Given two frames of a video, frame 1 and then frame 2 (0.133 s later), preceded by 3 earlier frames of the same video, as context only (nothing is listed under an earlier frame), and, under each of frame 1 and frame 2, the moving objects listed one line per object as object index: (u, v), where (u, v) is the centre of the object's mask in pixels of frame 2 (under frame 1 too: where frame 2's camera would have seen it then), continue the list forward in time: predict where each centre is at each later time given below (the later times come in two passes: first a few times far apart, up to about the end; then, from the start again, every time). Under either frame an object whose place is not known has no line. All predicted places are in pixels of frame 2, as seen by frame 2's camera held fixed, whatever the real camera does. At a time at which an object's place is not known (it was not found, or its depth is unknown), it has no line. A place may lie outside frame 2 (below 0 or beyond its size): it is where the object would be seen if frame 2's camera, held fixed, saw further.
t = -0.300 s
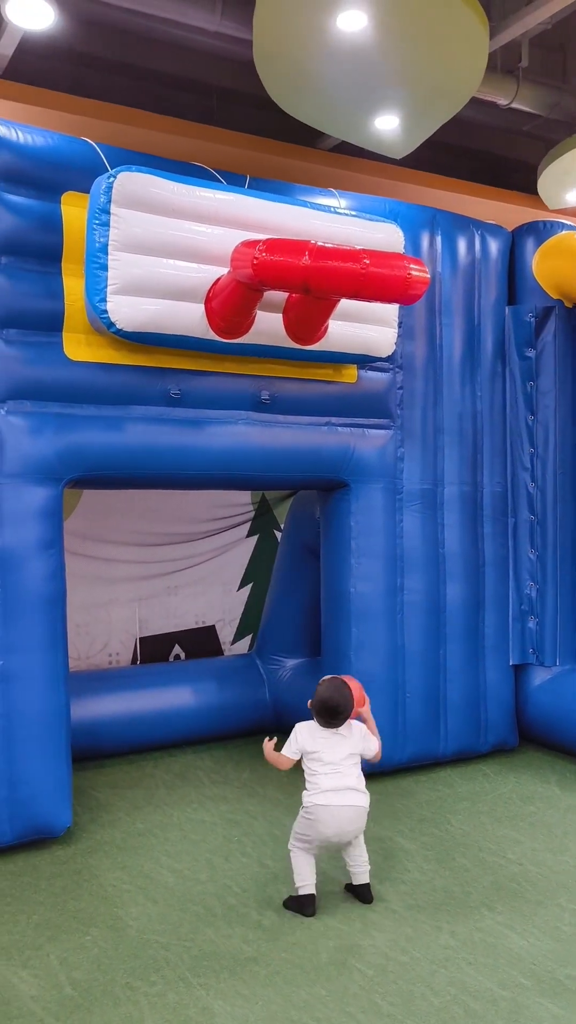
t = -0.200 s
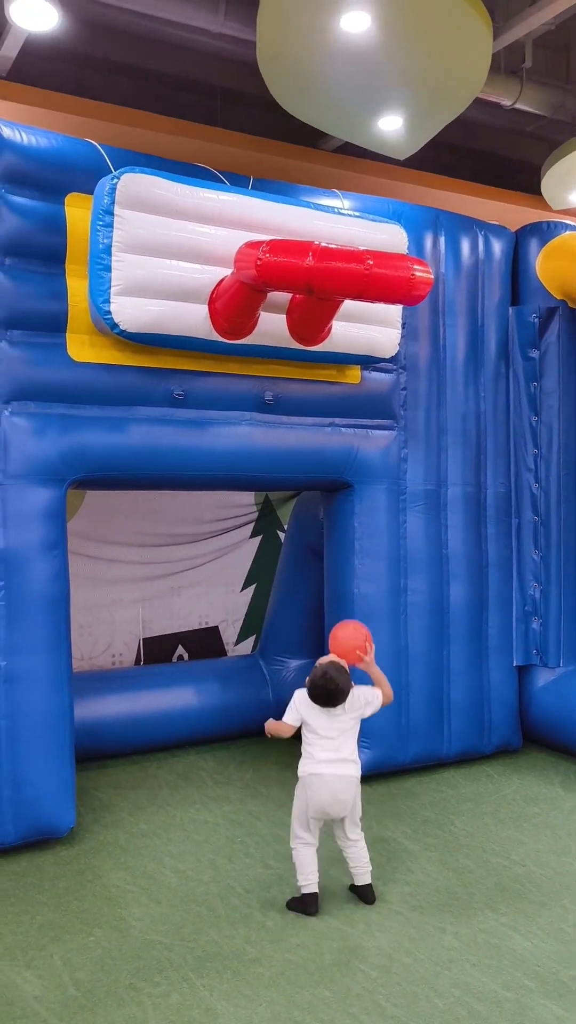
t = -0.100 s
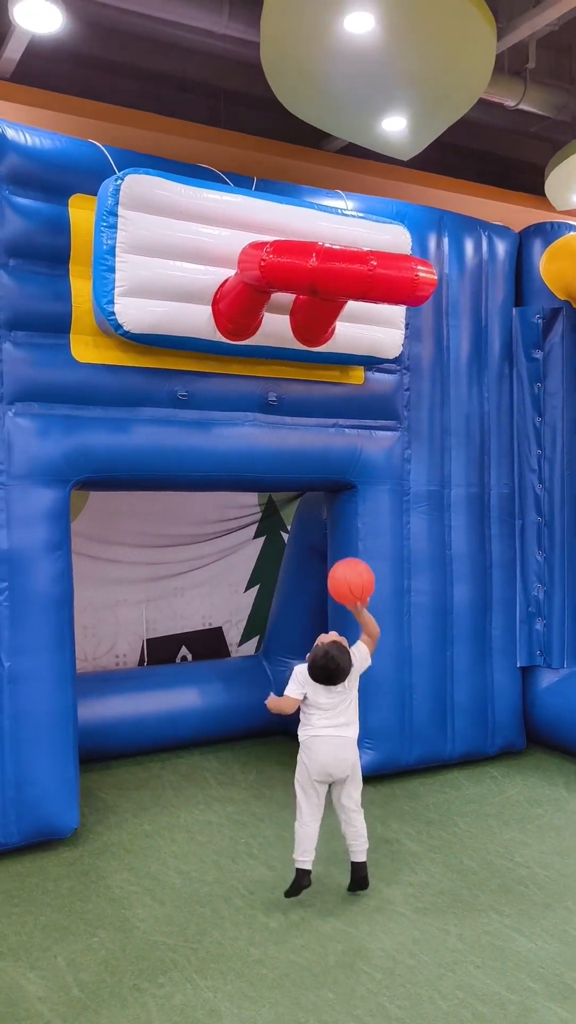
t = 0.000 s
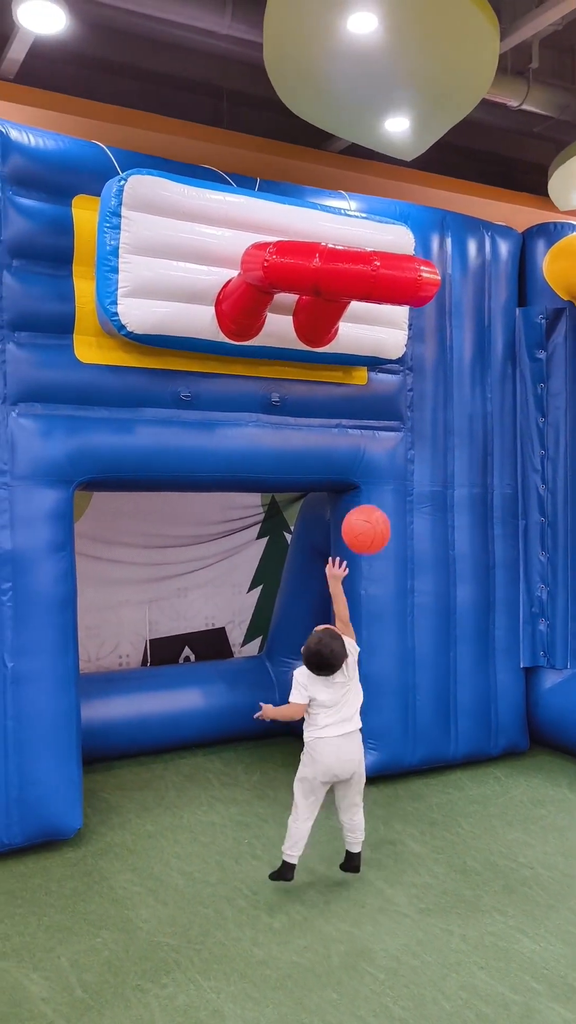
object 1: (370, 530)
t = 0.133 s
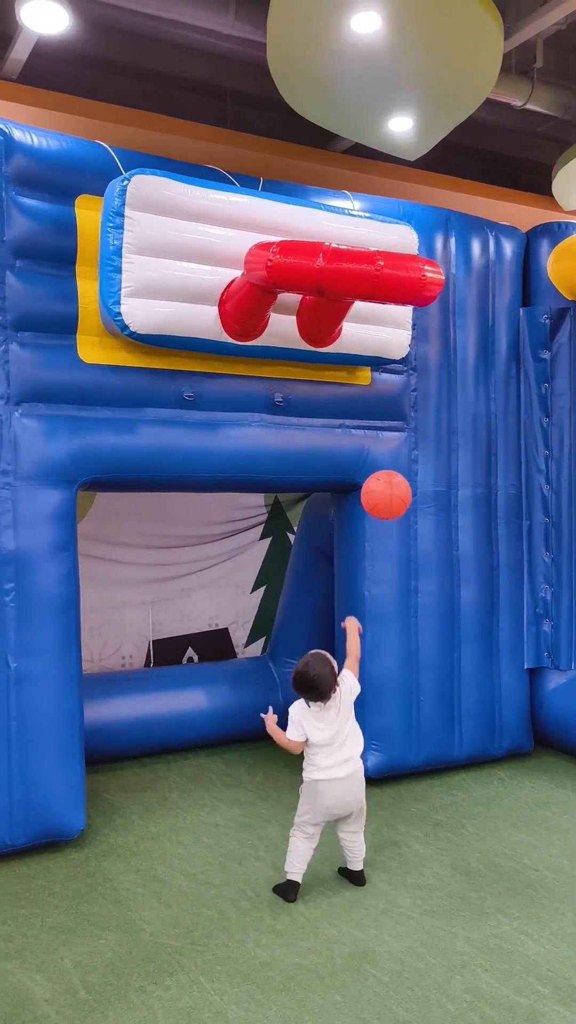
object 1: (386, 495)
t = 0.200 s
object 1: (394, 496)
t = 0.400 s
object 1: (421, 579)
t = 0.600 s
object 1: (448, 792)
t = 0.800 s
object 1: (477, 930)
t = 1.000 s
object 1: (508, 832)
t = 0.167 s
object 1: (390, 494)
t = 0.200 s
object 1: (394, 496)
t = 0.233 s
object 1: (399, 501)
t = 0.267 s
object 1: (403, 509)
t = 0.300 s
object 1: (408, 521)
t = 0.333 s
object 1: (412, 537)
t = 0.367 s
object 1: (417, 556)
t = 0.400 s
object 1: (421, 579)
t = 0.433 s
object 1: (426, 605)
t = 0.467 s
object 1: (430, 635)
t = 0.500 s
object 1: (435, 669)
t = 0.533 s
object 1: (439, 706)
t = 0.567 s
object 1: (444, 748)
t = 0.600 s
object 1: (448, 792)
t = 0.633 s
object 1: (453, 841)
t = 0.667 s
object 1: (457, 895)
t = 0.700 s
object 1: (462, 951)
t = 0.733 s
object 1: (467, 990)
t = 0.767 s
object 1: (472, 958)
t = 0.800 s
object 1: (477, 930)
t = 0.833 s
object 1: (481, 905)
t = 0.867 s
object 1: (487, 883)
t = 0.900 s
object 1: (492, 865)
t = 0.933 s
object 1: (497, 850)
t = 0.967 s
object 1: (503, 839)
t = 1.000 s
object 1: (508, 832)
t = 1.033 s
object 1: (513, 829)
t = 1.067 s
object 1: (519, 830)
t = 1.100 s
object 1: (525, 835)
